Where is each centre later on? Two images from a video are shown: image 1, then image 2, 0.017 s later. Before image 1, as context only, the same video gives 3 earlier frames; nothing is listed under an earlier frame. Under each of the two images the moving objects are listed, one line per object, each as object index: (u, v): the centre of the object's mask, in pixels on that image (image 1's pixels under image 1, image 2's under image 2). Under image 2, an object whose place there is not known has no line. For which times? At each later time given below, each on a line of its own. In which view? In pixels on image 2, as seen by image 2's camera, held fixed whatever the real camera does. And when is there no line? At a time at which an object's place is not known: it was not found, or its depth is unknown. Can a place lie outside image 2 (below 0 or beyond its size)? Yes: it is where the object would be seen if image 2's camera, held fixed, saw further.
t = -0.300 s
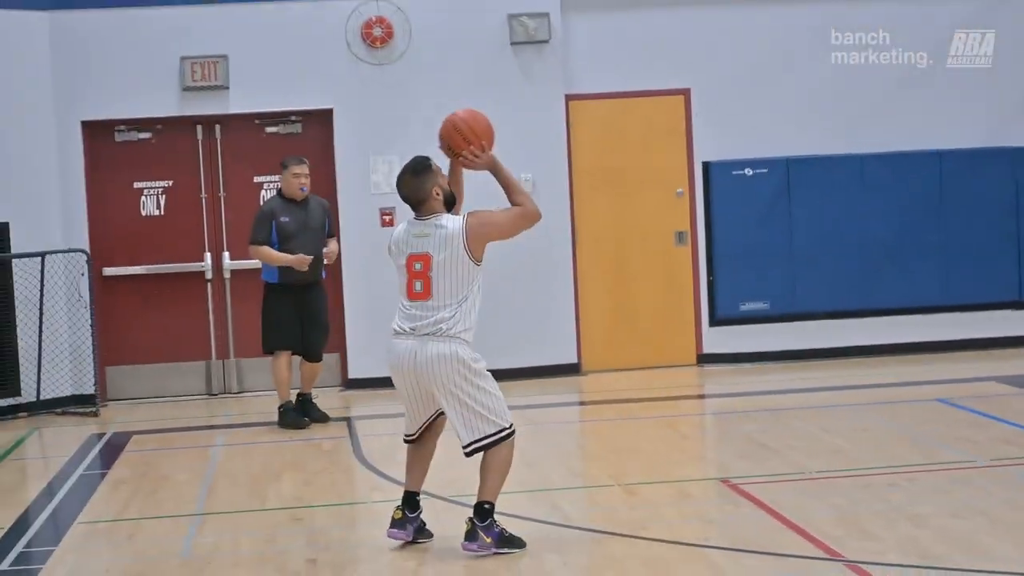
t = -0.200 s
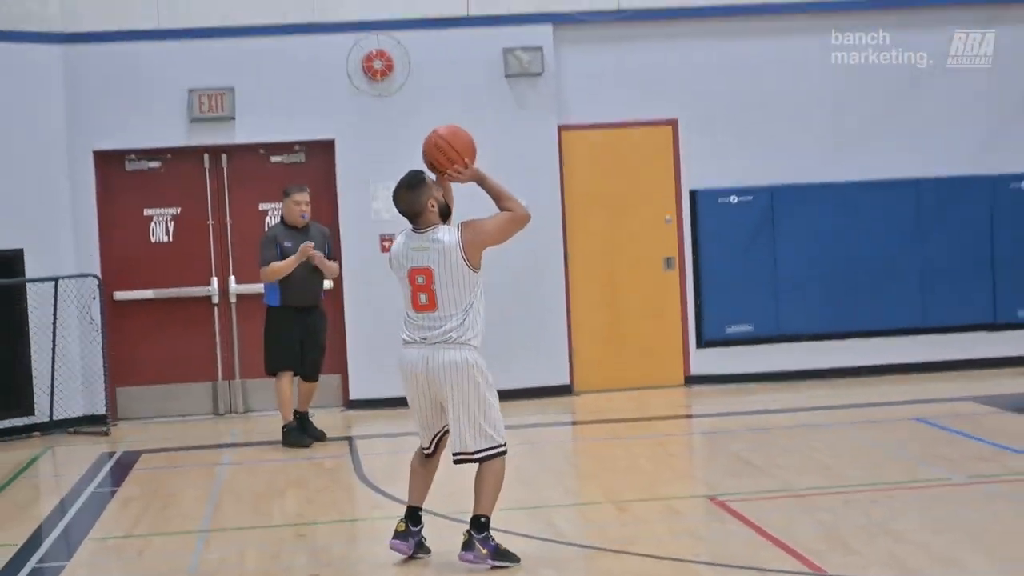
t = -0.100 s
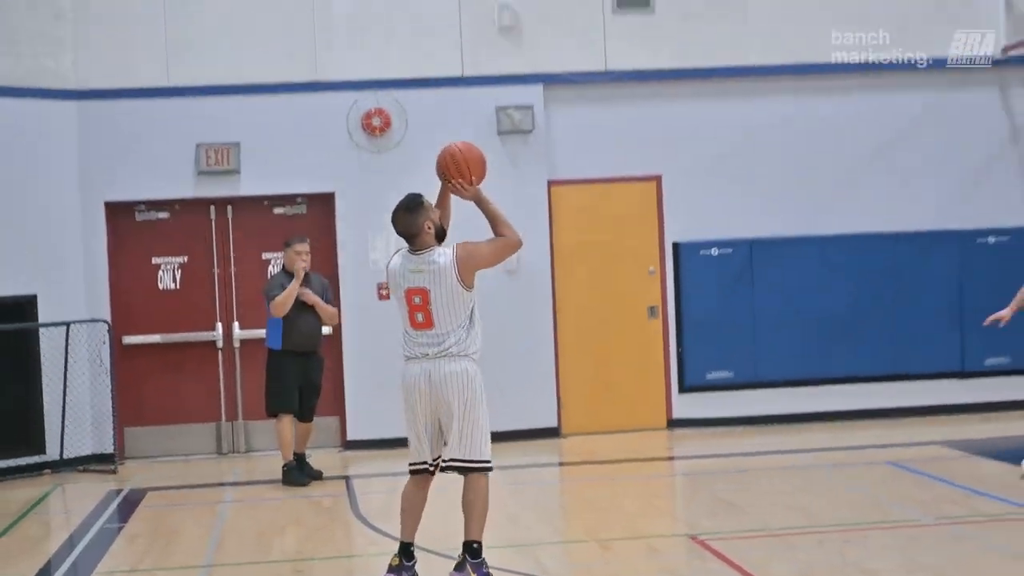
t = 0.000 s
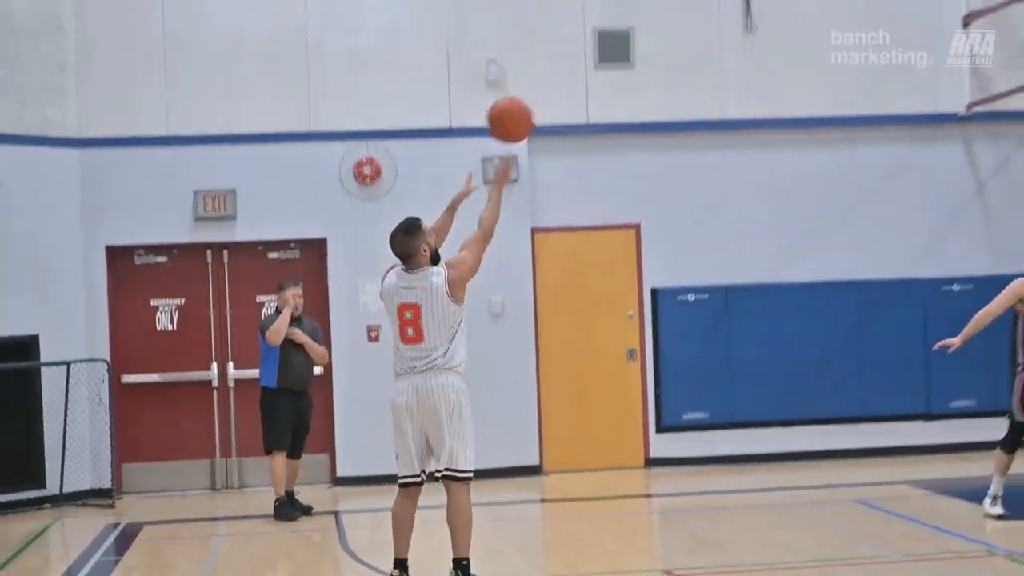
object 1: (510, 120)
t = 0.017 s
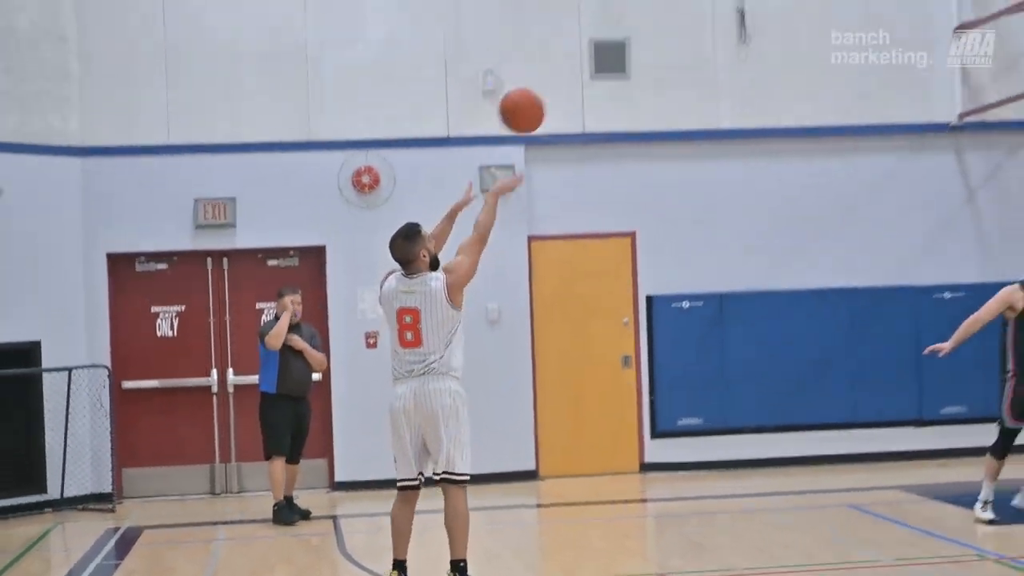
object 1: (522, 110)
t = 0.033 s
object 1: (538, 93)
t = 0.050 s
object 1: (553, 73)
